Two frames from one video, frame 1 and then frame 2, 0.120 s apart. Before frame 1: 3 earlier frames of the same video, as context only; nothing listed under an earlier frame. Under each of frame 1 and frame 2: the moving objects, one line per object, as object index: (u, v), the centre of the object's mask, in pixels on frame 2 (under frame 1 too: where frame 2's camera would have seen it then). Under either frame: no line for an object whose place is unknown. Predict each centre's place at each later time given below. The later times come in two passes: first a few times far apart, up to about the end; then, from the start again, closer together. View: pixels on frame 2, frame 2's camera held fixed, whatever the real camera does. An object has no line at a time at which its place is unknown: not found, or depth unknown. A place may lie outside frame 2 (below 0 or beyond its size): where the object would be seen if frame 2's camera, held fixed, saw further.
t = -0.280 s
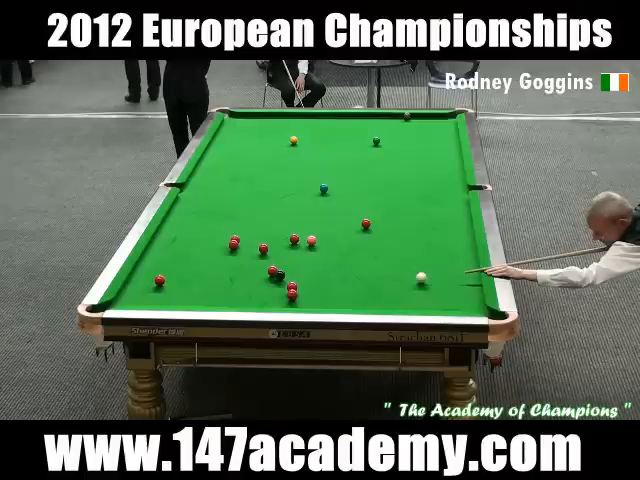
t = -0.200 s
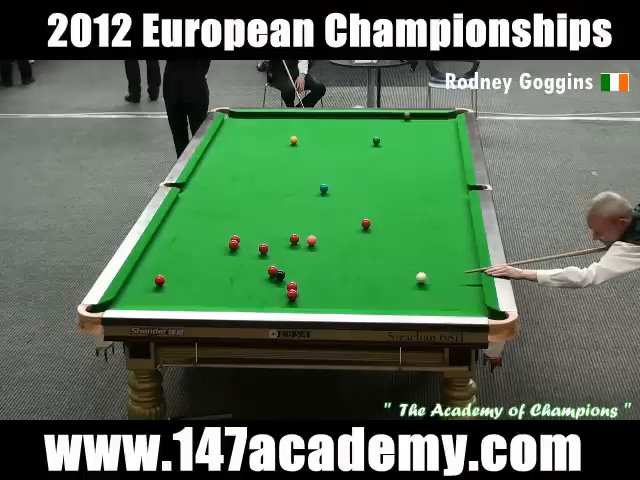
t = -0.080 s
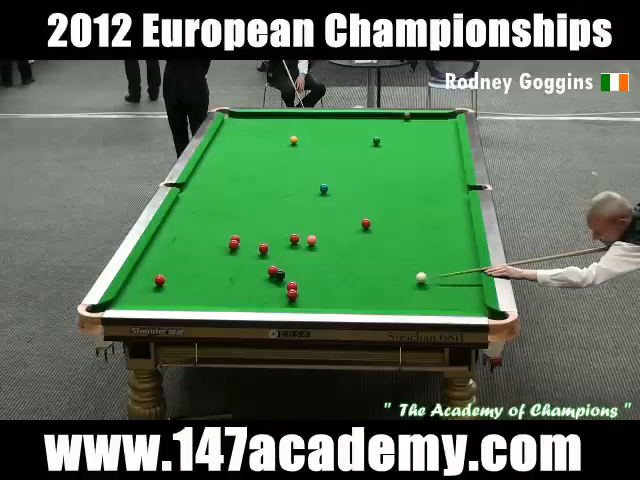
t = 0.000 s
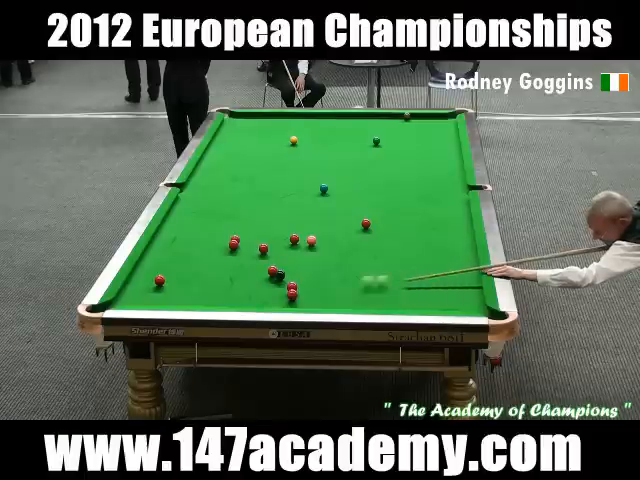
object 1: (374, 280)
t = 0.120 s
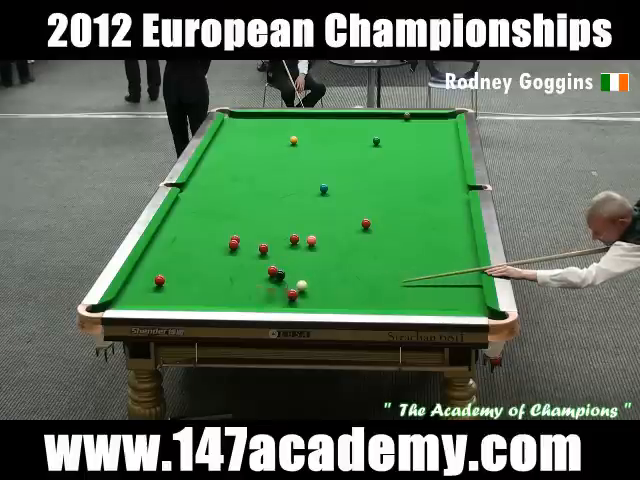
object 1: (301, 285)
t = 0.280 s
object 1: (302, 284)
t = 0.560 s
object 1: (307, 282)
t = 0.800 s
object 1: (311, 280)
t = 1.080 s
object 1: (314, 278)
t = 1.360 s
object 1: (316, 277)
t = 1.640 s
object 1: (317, 277)
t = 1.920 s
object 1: (317, 276)
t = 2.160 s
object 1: (317, 276)
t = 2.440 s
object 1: (317, 276)
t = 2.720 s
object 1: (317, 276)
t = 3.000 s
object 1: (317, 276)
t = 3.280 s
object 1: (317, 276)
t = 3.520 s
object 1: (317, 276)
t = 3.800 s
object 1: (317, 276)
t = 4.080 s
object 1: (317, 276)
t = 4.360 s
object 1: (317, 276)
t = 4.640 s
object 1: (317, 276)
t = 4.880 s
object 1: (317, 276)
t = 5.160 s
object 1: (317, 276)
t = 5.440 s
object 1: (317, 276)
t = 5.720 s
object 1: (317, 276)
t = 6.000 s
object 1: (317, 276)
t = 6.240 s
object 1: (317, 276)
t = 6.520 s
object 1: (317, 276)
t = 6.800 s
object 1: (317, 276)
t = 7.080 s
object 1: (317, 276)
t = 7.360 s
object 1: (317, 276)
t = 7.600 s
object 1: (317, 276)
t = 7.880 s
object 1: (317, 276)
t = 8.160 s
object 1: (317, 276)
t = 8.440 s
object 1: (317, 276)
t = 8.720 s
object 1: (317, 276)
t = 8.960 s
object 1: (317, 276)
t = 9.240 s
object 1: (317, 276)
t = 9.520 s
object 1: (317, 276)
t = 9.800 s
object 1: (317, 276)
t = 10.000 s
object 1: (317, 277)
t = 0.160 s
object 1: (301, 285)
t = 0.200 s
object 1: (301, 285)
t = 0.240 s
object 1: (301, 285)
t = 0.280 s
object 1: (302, 284)
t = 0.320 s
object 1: (303, 284)
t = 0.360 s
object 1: (304, 283)
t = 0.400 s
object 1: (304, 283)
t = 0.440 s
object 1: (305, 283)
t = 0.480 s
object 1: (306, 283)
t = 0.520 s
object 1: (307, 282)
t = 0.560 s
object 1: (307, 282)
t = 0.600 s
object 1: (308, 281)
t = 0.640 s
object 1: (309, 281)
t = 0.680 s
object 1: (309, 281)
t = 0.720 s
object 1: (310, 281)
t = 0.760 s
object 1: (310, 280)
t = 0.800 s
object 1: (311, 280)
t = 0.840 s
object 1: (311, 280)
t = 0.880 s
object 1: (312, 279)
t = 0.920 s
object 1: (312, 279)
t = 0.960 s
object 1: (313, 279)
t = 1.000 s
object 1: (313, 279)
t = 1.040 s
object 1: (314, 278)
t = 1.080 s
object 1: (314, 278)
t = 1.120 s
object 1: (314, 278)
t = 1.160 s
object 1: (314, 278)
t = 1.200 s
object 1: (315, 278)
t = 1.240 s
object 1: (315, 278)
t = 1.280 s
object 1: (315, 277)
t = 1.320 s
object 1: (315, 277)
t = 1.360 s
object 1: (316, 277)
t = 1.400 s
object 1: (316, 277)
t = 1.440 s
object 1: (316, 277)
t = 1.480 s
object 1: (316, 277)
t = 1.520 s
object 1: (316, 277)
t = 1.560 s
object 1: (316, 277)
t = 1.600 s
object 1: (316, 277)
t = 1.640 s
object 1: (317, 277)
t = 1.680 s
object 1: (317, 277)
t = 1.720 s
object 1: (317, 277)
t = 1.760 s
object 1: (317, 276)
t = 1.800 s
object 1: (317, 276)
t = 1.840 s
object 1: (317, 276)
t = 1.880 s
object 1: (317, 276)
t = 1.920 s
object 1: (317, 276)
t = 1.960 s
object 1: (317, 276)
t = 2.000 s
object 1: (317, 276)
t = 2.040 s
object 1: (317, 276)
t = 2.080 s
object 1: (317, 276)
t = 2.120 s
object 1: (317, 276)
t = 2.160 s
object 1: (317, 276)
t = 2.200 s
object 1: (317, 276)
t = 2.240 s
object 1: (317, 276)
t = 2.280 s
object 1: (317, 276)
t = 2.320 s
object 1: (317, 276)
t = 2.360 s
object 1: (317, 276)
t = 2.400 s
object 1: (317, 276)
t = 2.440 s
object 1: (317, 276)
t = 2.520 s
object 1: (317, 276)
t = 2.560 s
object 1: (317, 276)
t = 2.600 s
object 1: (317, 276)
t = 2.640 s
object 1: (317, 276)
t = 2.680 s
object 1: (317, 276)
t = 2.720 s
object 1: (317, 276)
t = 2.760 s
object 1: (317, 276)
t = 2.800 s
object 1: (317, 276)
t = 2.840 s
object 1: (317, 276)
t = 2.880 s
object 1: (317, 276)
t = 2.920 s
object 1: (317, 276)
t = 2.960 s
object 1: (317, 276)
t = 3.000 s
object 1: (317, 276)
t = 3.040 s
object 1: (317, 276)
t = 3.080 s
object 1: (317, 276)
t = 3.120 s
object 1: (317, 276)
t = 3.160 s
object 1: (317, 276)
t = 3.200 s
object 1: (317, 276)
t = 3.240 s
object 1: (317, 276)
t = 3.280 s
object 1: (317, 276)
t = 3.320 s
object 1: (317, 276)
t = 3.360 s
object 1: (317, 276)
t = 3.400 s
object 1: (317, 276)
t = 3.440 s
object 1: (317, 276)
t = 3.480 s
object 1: (317, 276)
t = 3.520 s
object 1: (317, 276)
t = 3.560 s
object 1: (317, 276)
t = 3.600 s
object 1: (317, 276)
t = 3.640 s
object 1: (317, 276)
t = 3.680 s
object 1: (317, 276)
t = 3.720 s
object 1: (317, 276)
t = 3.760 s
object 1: (317, 276)
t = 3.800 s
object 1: (317, 276)
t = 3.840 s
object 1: (317, 276)
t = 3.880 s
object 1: (317, 276)
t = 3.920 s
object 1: (317, 276)
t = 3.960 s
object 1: (317, 276)
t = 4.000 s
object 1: (317, 276)
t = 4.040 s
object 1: (317, 276)
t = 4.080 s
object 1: (317, 276)
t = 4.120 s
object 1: (317, 276)
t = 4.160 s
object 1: (317, 276)
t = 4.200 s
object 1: (317, 276)
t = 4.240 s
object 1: (317, 276)
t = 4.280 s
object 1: (317, 276)
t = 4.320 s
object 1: (317, 276)
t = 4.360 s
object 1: (317, 276)
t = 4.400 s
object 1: (317, 276)
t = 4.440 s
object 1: (317, 276)
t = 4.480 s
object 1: (317, 276)
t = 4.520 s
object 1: (317, 276)
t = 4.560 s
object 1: (317, 276)
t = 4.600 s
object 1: (317, 276)
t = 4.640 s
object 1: (317, 276)
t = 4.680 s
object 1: (317, 276)
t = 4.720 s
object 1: (317, 276)
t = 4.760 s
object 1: (317, 276)
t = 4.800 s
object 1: (317, 276)
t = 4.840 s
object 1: (317, 276)
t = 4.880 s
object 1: (317, 276)
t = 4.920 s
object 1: (317, 276)
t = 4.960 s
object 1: (317, 276)
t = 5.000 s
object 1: (317, 276)
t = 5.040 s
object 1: (317, 276)
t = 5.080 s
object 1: (317, 276)
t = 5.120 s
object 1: (317, 276)
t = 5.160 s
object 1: (317, 276)
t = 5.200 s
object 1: (317, 276)
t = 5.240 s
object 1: (317, 276)
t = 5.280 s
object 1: (317, 276)
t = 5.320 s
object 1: (317, 276)
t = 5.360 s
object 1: (317, 276)
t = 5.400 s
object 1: (317, 276)
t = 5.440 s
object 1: (317, 276)
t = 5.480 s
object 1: (317, 276)
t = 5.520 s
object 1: (317, 276)
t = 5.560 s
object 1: (317, 276)
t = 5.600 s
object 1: (317, 276)
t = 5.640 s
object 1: (317, 276)
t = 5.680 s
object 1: (317, 276)
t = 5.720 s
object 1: (317, 276)
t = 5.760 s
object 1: (317, 276)
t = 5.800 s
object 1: (317, 276)
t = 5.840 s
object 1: (317, 276)
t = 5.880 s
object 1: (317, 276)
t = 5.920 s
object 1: (317, 276)
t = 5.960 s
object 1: (317, 276)
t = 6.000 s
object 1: (317, 276)
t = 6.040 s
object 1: (317, 276)
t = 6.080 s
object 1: (317, 276)
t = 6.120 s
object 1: (317, 276)
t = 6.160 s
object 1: (317, 276)
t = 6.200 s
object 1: (317, 276)
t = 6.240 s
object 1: (317, 276)
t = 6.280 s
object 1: (317, 276)
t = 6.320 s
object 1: (317, 276)
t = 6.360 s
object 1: (317, 276)
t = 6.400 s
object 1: (317, 276)
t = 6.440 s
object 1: (317, 276)
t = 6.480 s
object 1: (317, 276)
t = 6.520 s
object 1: (317, 276)
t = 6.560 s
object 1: (317, 276)
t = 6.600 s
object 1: (317, 276)
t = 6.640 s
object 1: (317, 276)
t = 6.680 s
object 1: (317, 276)
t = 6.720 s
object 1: (317, 276)
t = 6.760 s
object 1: (317, 276)
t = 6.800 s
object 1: (317, 276)
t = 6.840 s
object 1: (317, 276)
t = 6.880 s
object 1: (317, 276)
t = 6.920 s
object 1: (317, 276)
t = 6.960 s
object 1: (317, 276)
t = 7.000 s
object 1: (317, 276)
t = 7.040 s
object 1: (317, 276)
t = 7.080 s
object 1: (317, 276)
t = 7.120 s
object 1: (317, 276)
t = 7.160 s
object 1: (317, 276)
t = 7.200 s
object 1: (317, 276)
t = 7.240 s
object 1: (317, 276)
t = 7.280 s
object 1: (317, 276)
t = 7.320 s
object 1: (317, 276)
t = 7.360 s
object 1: (317, 276)
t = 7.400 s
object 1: (317, 276)
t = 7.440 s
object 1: (317, 276)
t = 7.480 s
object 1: (317, 276)
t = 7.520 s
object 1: (317, 276)
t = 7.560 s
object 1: (317, 276)
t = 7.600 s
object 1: (317, 276)
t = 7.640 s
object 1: (317, 276)
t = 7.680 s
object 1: (317, 276)
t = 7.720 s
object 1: (317, 276)
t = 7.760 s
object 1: (317, 276)
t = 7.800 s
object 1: (317, 276)
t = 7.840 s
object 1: (317, 276)
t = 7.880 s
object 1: (317, 276)
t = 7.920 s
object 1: (317, 276)
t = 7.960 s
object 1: (317, 276)
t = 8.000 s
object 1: (317, 276)
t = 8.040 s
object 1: (317, 276)
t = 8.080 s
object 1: (317, 276)
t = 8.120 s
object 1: (317, 276)
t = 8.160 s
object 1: (317, 276)
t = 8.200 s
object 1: (317, 276)
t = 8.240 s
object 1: (317, 276)
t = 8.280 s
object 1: (317, 276)
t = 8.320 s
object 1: (317, 276)
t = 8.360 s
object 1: (317, 276)
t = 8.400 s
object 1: (317, 276)
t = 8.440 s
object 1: (317, 276)
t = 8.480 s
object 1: (317, 276)
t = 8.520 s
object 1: (317, 276)
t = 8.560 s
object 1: (317, 276)
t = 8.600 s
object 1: (317, 276)
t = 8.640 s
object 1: (317, 276)
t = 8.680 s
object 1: (317, 276)
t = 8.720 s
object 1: (317, 276)
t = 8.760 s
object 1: (317, 276)
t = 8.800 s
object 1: (317, 276)
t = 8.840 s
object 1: (317, 276)
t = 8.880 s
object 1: (317, 276)
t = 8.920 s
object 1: (317, 276)
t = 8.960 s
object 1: (317, 276)
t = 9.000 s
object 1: (317, 276)
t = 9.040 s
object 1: (317, 276)
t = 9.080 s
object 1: (317, 276)
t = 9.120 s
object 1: (317, 276)
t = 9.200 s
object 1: (317, 276)
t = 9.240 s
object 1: (317, 276)
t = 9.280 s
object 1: (317, 276)
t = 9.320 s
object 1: (317, 276)
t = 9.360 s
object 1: (317, 276)
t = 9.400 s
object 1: (317, 276)
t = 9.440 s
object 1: (317, 276)
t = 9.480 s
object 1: (317, 276)
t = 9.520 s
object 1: (317, 276)
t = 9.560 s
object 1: (317, 276)
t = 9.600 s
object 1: (317, 276)
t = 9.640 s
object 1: (317, 276)
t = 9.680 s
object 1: (317, 276)
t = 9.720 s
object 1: (317, 276)
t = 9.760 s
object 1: (317, 276)
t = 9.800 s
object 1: (317, 276)
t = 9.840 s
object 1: (317, 276)
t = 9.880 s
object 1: (317, 277)
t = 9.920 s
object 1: (317, 277)
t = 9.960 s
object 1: (317, 277)
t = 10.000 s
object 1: (317, 277)
